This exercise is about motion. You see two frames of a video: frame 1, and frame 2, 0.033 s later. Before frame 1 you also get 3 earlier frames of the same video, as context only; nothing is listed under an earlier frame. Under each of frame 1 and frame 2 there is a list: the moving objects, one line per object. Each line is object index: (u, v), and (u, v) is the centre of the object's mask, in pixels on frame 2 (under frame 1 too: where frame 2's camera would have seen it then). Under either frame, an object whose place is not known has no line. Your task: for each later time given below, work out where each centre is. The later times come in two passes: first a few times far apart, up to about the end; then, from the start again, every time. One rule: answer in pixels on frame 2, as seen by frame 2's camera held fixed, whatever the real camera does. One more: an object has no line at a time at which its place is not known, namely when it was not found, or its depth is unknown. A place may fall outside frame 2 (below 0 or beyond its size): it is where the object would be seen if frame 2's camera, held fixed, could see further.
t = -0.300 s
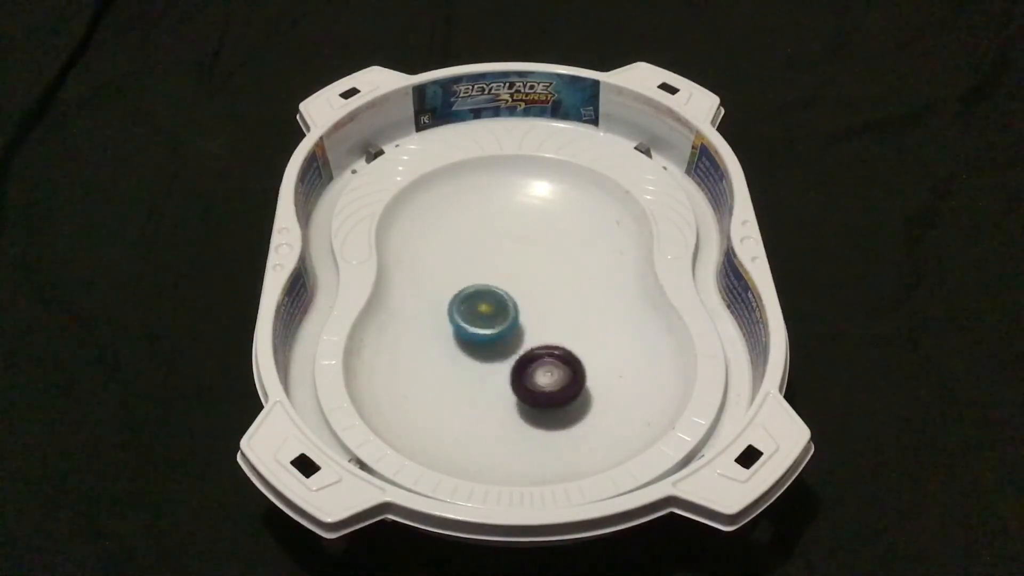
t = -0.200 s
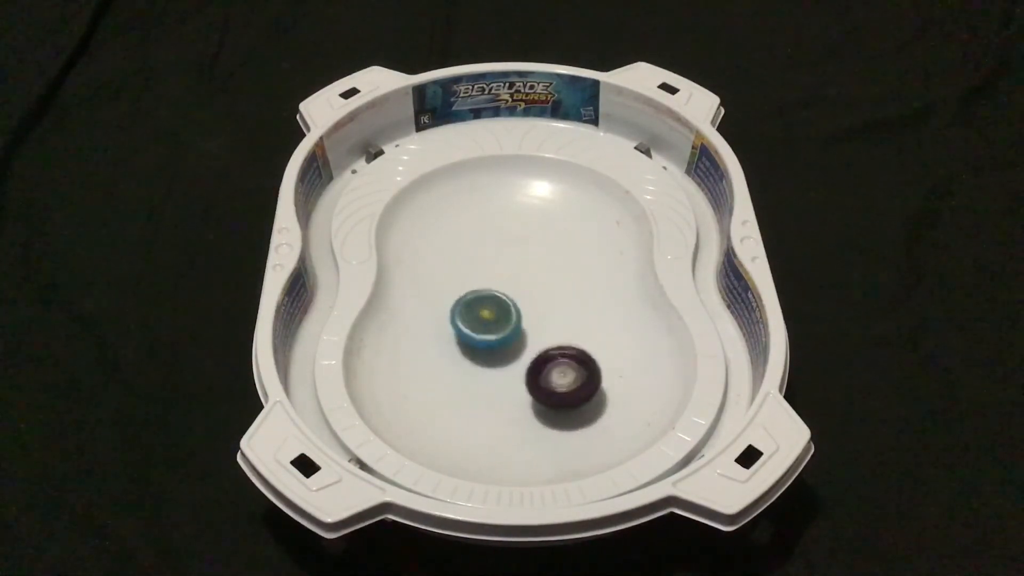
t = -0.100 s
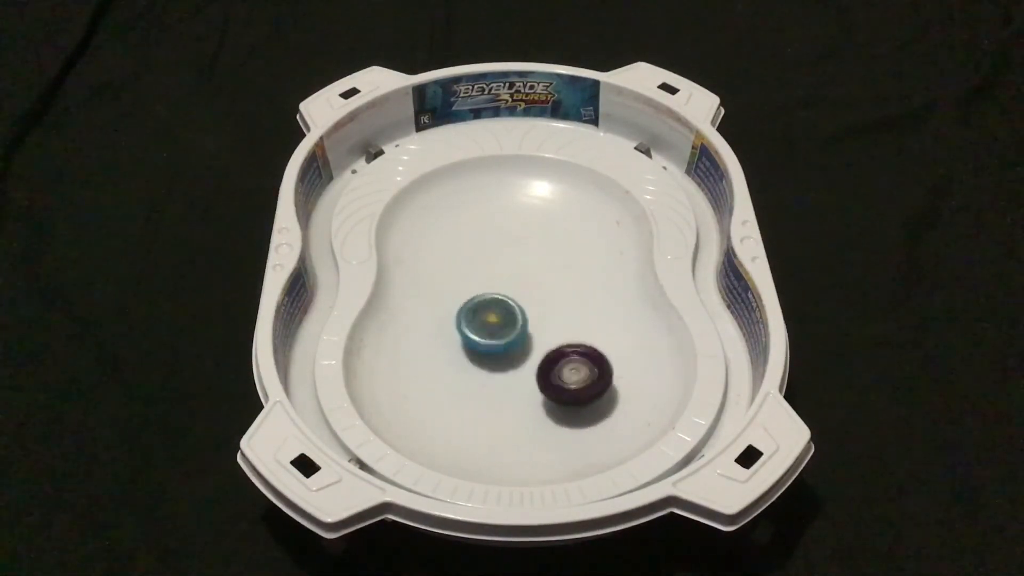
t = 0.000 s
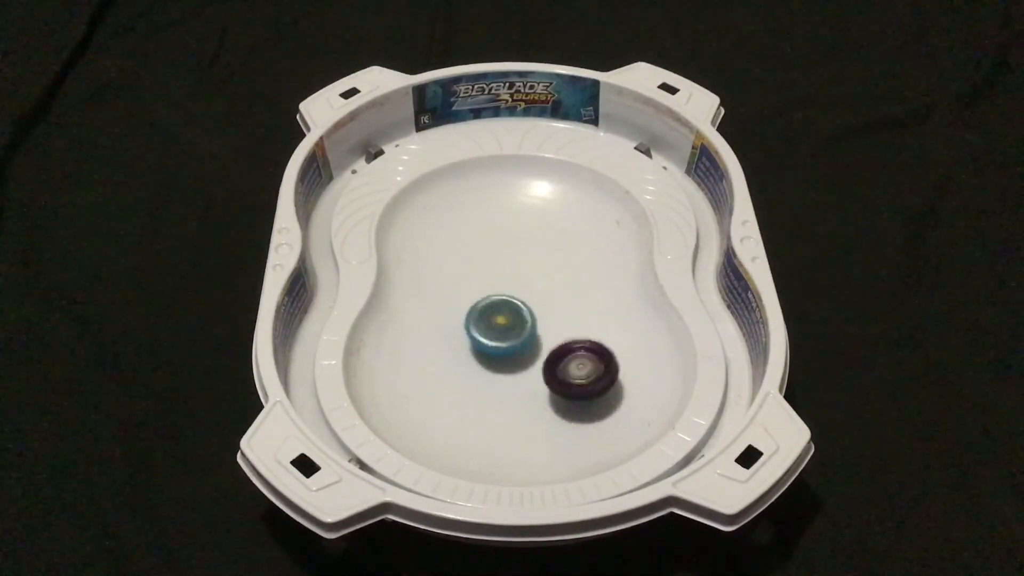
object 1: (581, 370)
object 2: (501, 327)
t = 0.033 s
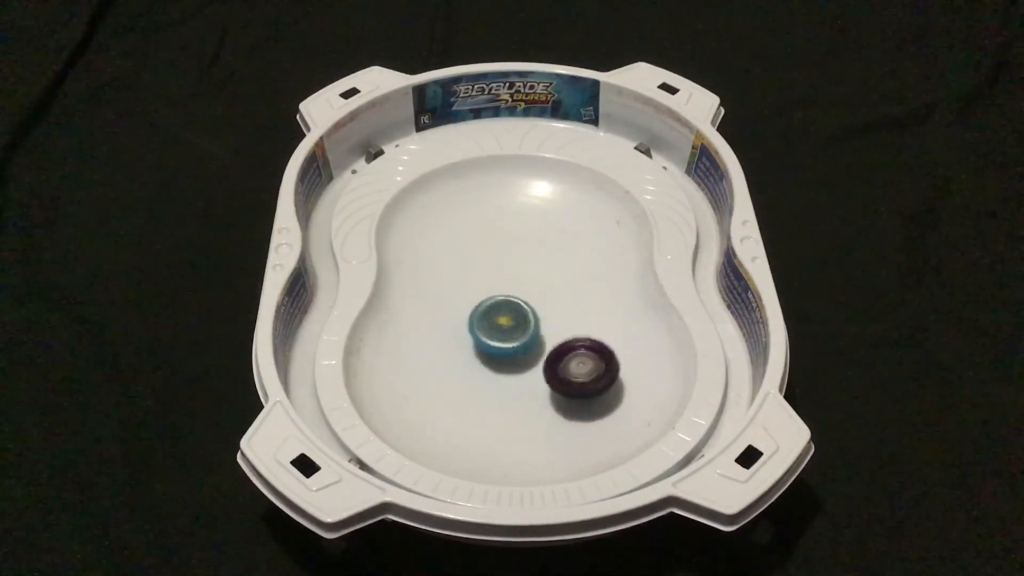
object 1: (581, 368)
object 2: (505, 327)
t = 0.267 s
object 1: (578, 371)
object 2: (525, 314)
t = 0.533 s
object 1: (571, 371)
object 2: (544, 289)
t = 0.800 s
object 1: (538, 364)
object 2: (554, 260)
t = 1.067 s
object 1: (494, 355)
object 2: (554, 238)
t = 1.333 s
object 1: (470, 352)
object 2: (534, 225)
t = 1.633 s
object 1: (481, 357)
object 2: (505, 230)
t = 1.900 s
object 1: (518, 356)
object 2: (494, 240)
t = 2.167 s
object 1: (556, 356)
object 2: (493, 248)
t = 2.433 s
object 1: (570, 354)
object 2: (498, 258)
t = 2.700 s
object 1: (562, 357)
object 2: (505, 269)
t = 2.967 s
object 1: (536, 364)
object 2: (514, 282)
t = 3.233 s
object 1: (512, 365)
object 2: (518, 298)
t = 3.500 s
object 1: (485, 371)
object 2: (524, 302)
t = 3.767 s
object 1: (488, 373)
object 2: (535, 291)
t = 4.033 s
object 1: (500, 360)
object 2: (544, 281)
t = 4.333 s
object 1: (521, 346)
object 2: (542, 275)
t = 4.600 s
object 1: (548, 338)
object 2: (526, 276)
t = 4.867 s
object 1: (560, 330)
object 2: (508, 282)
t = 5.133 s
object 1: (549, 328)
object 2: (495, 292)
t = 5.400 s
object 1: (527, 346)
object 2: (491, 297)
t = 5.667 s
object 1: (496, 365)
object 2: (503, 304)
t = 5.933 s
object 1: (487, 373)
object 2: (524, 310)
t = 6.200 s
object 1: (493, 366)
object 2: (537, 317)
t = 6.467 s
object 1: (497, 362)
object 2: (544, 317)
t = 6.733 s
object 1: (501, 363)
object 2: (539, 314)
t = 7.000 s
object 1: (515, 371)
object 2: (529, 315)
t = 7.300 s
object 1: (540, 370)
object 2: (513, 317)
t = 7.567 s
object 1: (551, 367)
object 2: (503, 315)
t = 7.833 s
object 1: (553, 364)
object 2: (505, 309)
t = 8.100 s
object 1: (540, 359)
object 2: (524, 305)
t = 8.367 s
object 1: (523, 365)
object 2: (545, 293)
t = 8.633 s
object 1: (512, 362)
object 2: (555, 278)
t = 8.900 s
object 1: (509, 359)
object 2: (545, 270)
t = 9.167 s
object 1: (516, 357)
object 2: (521, 269)
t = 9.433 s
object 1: (531, 359)
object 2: (499, 269)
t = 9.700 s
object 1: (541, 365)
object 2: (494, 273)
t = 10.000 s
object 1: (544, 366)
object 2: (506, 279)
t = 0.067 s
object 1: (581, 367)
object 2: (508, 327)
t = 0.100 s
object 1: (581, 365)
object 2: (512, 327)
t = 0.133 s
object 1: (580, 364)
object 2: (517, 327)
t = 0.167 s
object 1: (577, 363)
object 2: (520, 326)
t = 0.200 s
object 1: (575, 362)
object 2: (523, 325)
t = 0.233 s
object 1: (577, 366)
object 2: (524, 320)
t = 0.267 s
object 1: (578, 371)
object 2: (525, 314)
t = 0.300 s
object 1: (578, 373)
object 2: (526, 310)
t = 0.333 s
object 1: (578, 373)
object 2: (529, 307)
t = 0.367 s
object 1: (578, 373)
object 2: (532, 304)
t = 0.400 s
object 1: (578, 373)
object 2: (534, 302)
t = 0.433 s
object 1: (577, 372)
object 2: (537, 299)
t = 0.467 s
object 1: (575, 372)
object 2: (539, 296)
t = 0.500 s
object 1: (573, 372)
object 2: (542, 293)
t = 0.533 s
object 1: (571, 371)
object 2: (544, 289)
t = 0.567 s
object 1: (568, 371)
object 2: (546, 285)
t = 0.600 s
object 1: (564, 370)
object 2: (547, 282)
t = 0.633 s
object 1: (560, 370)
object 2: (549, 278)
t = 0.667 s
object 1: (556, 369)
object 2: (551, 274)
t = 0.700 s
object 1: (552, 368)
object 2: (552, 270)
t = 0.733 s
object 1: (548, 367)
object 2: (553, 267)
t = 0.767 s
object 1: (543, 366)
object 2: (554, 264)
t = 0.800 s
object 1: (538, 364)
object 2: (554, 260)
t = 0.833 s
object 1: (532, 363)
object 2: (555, 258)
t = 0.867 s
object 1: (527, 362)
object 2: (555, 255)
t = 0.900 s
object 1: (521, 361)
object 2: (556, 251)
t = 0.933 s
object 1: (516, 360)
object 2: (556, 249)
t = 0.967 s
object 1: (510, 359)
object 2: (556, 246)
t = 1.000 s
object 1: (505, 359)
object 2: (556, 244)
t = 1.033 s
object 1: (499, 357)
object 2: (555, 241)
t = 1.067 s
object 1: (494, 355)
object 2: (554, 238)
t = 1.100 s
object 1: (490, 354)
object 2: (553, 236)
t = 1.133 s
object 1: (486, 353)
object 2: (551, 233)
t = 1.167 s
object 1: (482, 352)
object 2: (549, 231)
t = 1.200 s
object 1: (479, 351)
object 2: (547, 230)
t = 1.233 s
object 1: (477, 351)
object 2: (545, 229)
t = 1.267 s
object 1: (474, 351)
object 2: (542, 227)
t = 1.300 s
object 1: (472, 351)
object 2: (538, 225)
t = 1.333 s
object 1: (470, 352)
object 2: (534, 225)
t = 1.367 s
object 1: (469, 352)
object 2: (531, 226)
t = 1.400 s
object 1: (469, 352)
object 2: (528, 226)
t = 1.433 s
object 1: (469, 353)
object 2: (524, 226)
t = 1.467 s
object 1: (469, 353)
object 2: (521, 225)
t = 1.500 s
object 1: (470, 354)
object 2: (518, 226)
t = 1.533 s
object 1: (472, 355)
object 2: (514, 227)
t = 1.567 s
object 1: (475, 356)
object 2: (511, 228)
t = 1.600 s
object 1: (478, 356)
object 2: (508, 229)
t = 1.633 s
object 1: (481, 357)
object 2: (505, 230)
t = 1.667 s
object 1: (485, 357)
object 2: (503, 231)
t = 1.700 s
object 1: (489, 357)
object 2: (501, 232)
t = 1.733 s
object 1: (493, 357)
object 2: (500, 234)
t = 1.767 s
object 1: (498, 357)
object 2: (498, 234)
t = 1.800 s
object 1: (503, 356)
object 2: (497, 235)
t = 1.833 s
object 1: (508, 356)
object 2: (496, 238)
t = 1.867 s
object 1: (513, 356)
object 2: (495, 238)
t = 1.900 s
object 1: (518, 356)
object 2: (494, 240)
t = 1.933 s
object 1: (523, 356)
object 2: (493, 241)
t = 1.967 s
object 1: (529, 356)
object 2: (493, 243)
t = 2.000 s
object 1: (533, 356)
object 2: (493, 243)
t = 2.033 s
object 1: (538, 356)
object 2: (493, 245)
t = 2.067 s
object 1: (543, 357)
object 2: (493, 245)
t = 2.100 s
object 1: (548, 357)
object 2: (492, 247)
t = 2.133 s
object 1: (552, 356)
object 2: (492, 248)
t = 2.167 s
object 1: (556, 356)
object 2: (493, 248)
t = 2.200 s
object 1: (559, 356)
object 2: (493, 249)
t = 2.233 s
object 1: (562, 356)
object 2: (494, 252)
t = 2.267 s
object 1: (564, 355)
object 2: (495, 253)
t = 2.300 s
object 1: (566, 355)
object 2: (495, 255)
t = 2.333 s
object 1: (568, 355)
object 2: (495, 255)
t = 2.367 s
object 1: (569, 354)
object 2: (496, 256)
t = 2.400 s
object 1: (570, 354)
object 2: (497, 258)
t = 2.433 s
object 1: (570, 354)
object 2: (498, 258)
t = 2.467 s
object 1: (571, 355)
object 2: (499, 260)
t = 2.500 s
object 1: (570, 355)
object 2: (499, 262)
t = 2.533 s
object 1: (570, 355)
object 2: (500, 263)
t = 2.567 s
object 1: (569, 355)
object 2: (501, 264)
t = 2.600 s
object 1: (568, 356)
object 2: (501, 264)
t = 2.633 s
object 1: (567, 356)
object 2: (502, 266)
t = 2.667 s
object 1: (564, 357)
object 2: (504, 268)
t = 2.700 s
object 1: (562, 357)
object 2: (505, 269)
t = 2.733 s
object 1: (559, 358)
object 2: (507, 271)
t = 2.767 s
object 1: (555, 359)
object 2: (507, 273)
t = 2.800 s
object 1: (552, 360)
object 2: (508, 274)
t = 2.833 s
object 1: (549, 361)
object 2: (509, 276)
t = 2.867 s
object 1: (546, 362)
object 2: (510, 277)
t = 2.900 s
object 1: (543, 363)
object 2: (511, 279)
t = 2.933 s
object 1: (540, 364)
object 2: (513, 281)
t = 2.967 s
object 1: (536, 364)
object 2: (514, 282)
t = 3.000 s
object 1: (532, 365)
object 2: (515, 285)
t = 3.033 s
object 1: (529, 365)
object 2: (515, 287)
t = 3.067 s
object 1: (526, 366)
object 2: (516, 289)
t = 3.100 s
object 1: (523, 366)
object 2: (516, 290)
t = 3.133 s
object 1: (521, 366)
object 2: (516, 292)
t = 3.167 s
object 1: (518, 366)
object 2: (517, 294)
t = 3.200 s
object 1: (515, 366)
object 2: (517, 296)
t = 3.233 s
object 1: (512, 365)
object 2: (518, 298)
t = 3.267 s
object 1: (509, 365)
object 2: (518, 301)
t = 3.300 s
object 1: (506, 365)
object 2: (517, 302)
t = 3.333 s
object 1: (503, 364)
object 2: (517, 305)
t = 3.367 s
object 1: (500, 363)
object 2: (517, 307)
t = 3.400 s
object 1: (498, 362)
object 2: (516, 309)
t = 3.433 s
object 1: (492, 366)
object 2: (518, 307)
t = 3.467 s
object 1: (487, 370)
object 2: (522, 303)
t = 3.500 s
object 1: (485, 371)
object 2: (524, 302)
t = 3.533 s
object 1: (484, 373)
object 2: (525, 300)
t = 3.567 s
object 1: (483, 373)
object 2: (526, 300)
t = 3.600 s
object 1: (483, 374)
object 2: (528, 298)
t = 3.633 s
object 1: (483, 375)
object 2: (529, 297)
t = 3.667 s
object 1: (484, 375)
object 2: (531, 295)
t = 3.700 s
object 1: (485, 375)
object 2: (532, 294)
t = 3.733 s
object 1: (486, 374)
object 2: (534, 293)
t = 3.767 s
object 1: (488, 373)
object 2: (535, 291)
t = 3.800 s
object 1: (489, 372)
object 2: (537, 290)
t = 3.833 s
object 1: (490, 371)
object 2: (538, 289)
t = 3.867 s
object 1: (492, 370)
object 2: (539, 288)
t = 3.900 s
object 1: (493, 368)
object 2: (540, 286)
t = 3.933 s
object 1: (495, 366)
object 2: (541, 284)
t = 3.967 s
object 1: (497, 364)
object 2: (542, 284)
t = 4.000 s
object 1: (499, 363)
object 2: (543, 282)
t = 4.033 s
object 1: (500, 360)
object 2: (544, 281)
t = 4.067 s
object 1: (501, 358)
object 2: (544, 281)
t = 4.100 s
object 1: (503, 356)
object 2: (545, 280)
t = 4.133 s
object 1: (505, 354)
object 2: (545, 279)
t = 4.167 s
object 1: (507, 352)
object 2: (545, 278)
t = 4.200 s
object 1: (509, 350)
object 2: (545, 278)
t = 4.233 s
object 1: (511, 349)
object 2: (544, 277)
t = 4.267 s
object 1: (514, 348)
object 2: (544, 277)
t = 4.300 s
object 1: (518, 347)
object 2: (543, 276)
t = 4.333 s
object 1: (521, 346)
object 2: (542, 275)
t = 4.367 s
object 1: (524, 345)
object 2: (540, 275)
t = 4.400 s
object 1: (527, 343)
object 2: (539, 275)
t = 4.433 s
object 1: (531, 342)
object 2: (537, 275)
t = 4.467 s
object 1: (535, 341)
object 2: (535, 275)
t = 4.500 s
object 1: (538, 340)
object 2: (533, 276)
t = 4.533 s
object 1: (542, 340)
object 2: (531, 276)
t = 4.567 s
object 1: (545, 340)
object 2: (528, 276)
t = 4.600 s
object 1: (548, 338)
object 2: (526, 276)
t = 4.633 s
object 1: (550, 337)
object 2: (524, 277)
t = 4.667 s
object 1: (553, 336)
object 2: (522, 278)
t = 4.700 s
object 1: (555, 335)
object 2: (519, 278)
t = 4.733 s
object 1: (556, 334)
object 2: (517, 279)
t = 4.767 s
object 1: (558, 333)
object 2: (515, 280)
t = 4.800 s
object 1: (559, 332)
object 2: (513, 281)
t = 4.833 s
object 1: (559, 330)
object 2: (510, 281)
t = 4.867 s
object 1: (560, 330)
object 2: (508, 282)
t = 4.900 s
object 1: (560, 329)
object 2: (506, 283)
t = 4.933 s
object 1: (560, 329)
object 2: (504, 284)
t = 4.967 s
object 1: (559, 328)
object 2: (502, 285)
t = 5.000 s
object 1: (557, 327)
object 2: (501, 287)
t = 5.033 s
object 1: (555, 327)
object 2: (499, 288)
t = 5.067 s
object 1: (554, 327)
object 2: (498, 289)
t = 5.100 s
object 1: (551, 328)
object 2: (496, 290)
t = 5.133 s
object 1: (549, 328)
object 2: (495, 292)
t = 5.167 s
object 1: (547, 329)
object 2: (494, 293)
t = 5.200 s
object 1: (545, 331)
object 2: (492, 293)
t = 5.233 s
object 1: (543, 334)
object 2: (491, 293)
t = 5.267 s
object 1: (540, 336)
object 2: (491, 294)
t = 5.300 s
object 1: (538, 338)
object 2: (490, 295)
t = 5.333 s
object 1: (535, 341)
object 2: (490, 296)
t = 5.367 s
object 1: (532, 344)
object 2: (491, 296)
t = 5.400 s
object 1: (527, 346)
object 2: (491, 297)
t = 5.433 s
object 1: (524, 349)
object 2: (492, 298)
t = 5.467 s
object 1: (519, 351)
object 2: (493, 299)
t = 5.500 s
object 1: (515, 354)
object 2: (494, 300)
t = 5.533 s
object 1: (511, 356)
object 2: (495, 301)
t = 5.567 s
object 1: (507, 358)
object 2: (497, 302)
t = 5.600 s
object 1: (503, 361)
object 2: (499, 303)
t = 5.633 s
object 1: (499, 364)
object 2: (502, 306)
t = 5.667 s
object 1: (496, 365)
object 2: (503, 304)
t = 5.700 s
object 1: (494, 368)
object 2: (506, 305)
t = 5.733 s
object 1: (492, 370)
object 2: (508, 305)
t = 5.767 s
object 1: (490, 371)
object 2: (511, 306)
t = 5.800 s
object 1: (489, 372)
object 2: (513, 306)
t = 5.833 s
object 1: (488, 372)
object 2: (516, 307)
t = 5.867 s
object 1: (487, 372)
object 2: (519, 308)
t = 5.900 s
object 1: (487, 373)
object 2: (522, 309)
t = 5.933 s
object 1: (487, 373)
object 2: (524, 310)
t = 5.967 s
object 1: (487, 373)
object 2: (526, 311)
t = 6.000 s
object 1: (487, 372)
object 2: (529, 312)
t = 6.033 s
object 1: (488, 372)
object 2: (530, 313)
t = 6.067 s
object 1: (489, 371)
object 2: (532, 313)
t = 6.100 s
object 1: (490, 370)
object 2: (534, 314)
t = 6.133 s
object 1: (490, 369)
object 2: (535, 315)
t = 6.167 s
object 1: (492, 367)
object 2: (536, 316)
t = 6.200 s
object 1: (493, 366)
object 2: (537, 317)
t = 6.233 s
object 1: (495, 364)
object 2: (538, 318)
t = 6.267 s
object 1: (495, 364)
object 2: (539, 318)
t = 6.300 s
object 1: (493, 364)
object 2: (541, 318)
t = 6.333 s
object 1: (494, 363)
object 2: (542, 317)
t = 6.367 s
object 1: (495, 363)
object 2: (543, 318)
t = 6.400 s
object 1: (495, 362)
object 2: (543, 317)
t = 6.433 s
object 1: (496, 362)
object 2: (544, 318)
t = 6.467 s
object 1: (497, 362)
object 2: (544, 317)
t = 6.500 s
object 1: (498, 361)
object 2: (544, 317)
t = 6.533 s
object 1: (499, 361)
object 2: (544, 317)
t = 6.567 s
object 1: (500, 361)
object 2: (542, 316)
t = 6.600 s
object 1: (500, 361)
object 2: (542, 316)
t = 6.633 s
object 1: (499, 361)
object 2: (543, 316)
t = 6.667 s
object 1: (500, 361)
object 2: (541, 315)
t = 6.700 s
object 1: (500, 362)
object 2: (540, 314)
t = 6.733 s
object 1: (501, 363)
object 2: (539, 314)
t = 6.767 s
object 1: (502, 364)
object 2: (538, 314)
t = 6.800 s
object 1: (504, 365)
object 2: (537, 314)
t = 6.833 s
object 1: (505, 368)
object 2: (536, 315)
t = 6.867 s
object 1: (506, 369)
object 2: (535, 314)
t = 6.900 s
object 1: (508, 370)
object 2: (533, 314)
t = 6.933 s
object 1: (510, 371)
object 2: (532, 315)
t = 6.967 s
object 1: (513, 371)
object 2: (531, 315)
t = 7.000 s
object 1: (515, 371)
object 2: (529, 315)
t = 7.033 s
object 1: (519, 372)
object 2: (527, 315)
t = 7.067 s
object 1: (521, 372)
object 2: (525, 315)
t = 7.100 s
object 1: (524, 372)
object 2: (523, 315)
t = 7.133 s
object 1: (527, 372)
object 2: (522, 316)
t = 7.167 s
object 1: (530, 372)
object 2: (520, 315)
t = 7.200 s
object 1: (533, 371)
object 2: (518, 316)
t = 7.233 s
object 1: (536, 372)
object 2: (516, 316)
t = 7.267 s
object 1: (538, 370)
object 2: (514, 317)
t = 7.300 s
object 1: (540, 370)
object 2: (513, 317)
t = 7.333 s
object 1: (542, 369)
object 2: (512, 317)
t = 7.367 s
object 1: (544, 368)
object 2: (510, 318)
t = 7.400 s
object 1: (545, 367)
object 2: (509, 318)
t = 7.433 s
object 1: (546, 366)
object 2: (508, 318)
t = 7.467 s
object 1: (547, 364)
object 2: (507, 318)
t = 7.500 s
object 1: (549, 366)
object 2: (505, 316)
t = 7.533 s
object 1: (550, 366)
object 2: (505, 315)
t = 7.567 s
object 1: (551, 367)
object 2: (503, 315)
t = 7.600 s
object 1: (552, 366)
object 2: (503, 314)
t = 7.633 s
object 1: (553, 366)
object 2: (502, 313)
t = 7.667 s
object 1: (554, 365)
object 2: (501, 312)
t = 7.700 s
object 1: (554, 366)
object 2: (501, 311)
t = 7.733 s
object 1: (554, 365)
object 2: (502, 311)
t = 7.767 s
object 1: (554, 365)
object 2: (503, 311)
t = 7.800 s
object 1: (554, 365)
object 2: (504, 310)
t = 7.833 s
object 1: (553, 364)
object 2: (505, 309)
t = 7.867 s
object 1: (552, 363)
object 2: (507, 308)
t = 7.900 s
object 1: (551, 363)
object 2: (508, 308)
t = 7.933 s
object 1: (550, 363)
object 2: (510, 307)
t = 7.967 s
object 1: (548, 362)
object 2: (512, 306)
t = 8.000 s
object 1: (547, 362)
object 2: (515, 306)
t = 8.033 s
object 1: (545, 361)
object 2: (518, 306)
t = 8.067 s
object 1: (542, 361)
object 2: (521, 306)
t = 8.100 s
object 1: (540, 359)
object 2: (524, 305)
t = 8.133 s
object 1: (538, 359)
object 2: (525, 304)
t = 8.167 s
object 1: (535, 358)
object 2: (530, 304)
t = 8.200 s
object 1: (532, 362)
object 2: (531, 302)
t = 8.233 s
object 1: (530, 363)
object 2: (534, 301)
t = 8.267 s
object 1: (528, 364)
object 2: (538, 298)
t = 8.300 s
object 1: (526, 364)
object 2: (541, 296)
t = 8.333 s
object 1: (524, 365)
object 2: (543, 295)
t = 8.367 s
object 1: (523, 365)
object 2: (545, 293)
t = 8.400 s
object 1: (522, 365)
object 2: (548, 290)
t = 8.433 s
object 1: (520, 365)
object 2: (550, 288)
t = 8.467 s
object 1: (519, 365)
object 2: (551, 286)
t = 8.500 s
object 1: (518, 365)
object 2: (553, 285)
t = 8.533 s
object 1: (516, 364)
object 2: (554, 283)
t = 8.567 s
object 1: (515, 364)
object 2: (554, 281)
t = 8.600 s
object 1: (513, 363)
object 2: (555, 279)
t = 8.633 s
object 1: (512, 362)
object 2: (555, 278)
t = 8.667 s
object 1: (511, 362)
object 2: (555, 276)
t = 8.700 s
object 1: (510, 361)
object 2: (554, 275)
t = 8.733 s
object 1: (509, 361)
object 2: (553, 274)
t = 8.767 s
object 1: (509, 360)
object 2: (552, 273)
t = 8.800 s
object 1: (508, 360)
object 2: (550, 273)
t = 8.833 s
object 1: (508, 360)
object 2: (549, 271)
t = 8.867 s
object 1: (508, 359)
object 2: (547, 271)
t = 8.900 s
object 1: (509, 359)
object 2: (545, 270)
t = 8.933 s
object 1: (509, 359)
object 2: (543, 269)
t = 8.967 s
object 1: (510, 359)
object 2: (540, 269)
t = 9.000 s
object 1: (511, 358)
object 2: (537, 269)
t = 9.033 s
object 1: (511, 358)
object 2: (534, 269)
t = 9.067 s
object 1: (512, 358)
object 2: (531, 269)
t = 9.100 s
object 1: (513, 357)
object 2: (528, 269)
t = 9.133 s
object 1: (515, 357)
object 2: (525, 269)
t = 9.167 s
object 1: (516, 357)
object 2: (521, 269)
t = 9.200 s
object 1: (518, 357)
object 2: (518, 269)
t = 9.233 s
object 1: (520, 357)
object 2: (514, 269)
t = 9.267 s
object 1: (522, 357)
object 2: (511, 269)
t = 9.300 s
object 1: (524, 357)
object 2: (508, 270)
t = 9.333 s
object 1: (526, 357)
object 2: (506, 269)
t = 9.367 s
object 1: (528, 358)
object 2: (503, 270)
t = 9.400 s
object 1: (529, 358)
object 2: (501, 269)
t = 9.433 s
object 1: (531, 359)
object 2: (499, 269)
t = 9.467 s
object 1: (532, 360)
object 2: (498, 270)
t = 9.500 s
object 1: (534, 361)
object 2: (496, 271)
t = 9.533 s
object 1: (535, 361)
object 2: (496, 271)
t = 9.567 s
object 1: (536, 362)
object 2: (495, 272)
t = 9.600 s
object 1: (537, 362)
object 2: (495, 271)
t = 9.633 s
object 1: (539, 363)
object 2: (494, 272)
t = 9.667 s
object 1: (540, 364)
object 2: (494, 273)
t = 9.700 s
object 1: (541, 365)
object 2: (494, 273)
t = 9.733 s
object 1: (541, 365)
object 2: (495, 274)
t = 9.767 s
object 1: (542, 366)
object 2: (496, 274)
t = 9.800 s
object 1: (543, 366)
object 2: (496, 275)
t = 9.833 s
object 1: (543, 366)
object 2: (497, 276)
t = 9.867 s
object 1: (543, 366)
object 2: (498, 277)
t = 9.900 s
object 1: (544, 366)
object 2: (500, 277)
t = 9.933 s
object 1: (544, 366)
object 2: (502, 278)
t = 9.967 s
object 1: (544, 366)
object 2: (504, 278)
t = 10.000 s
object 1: (544, 366)
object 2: (506, 279)
